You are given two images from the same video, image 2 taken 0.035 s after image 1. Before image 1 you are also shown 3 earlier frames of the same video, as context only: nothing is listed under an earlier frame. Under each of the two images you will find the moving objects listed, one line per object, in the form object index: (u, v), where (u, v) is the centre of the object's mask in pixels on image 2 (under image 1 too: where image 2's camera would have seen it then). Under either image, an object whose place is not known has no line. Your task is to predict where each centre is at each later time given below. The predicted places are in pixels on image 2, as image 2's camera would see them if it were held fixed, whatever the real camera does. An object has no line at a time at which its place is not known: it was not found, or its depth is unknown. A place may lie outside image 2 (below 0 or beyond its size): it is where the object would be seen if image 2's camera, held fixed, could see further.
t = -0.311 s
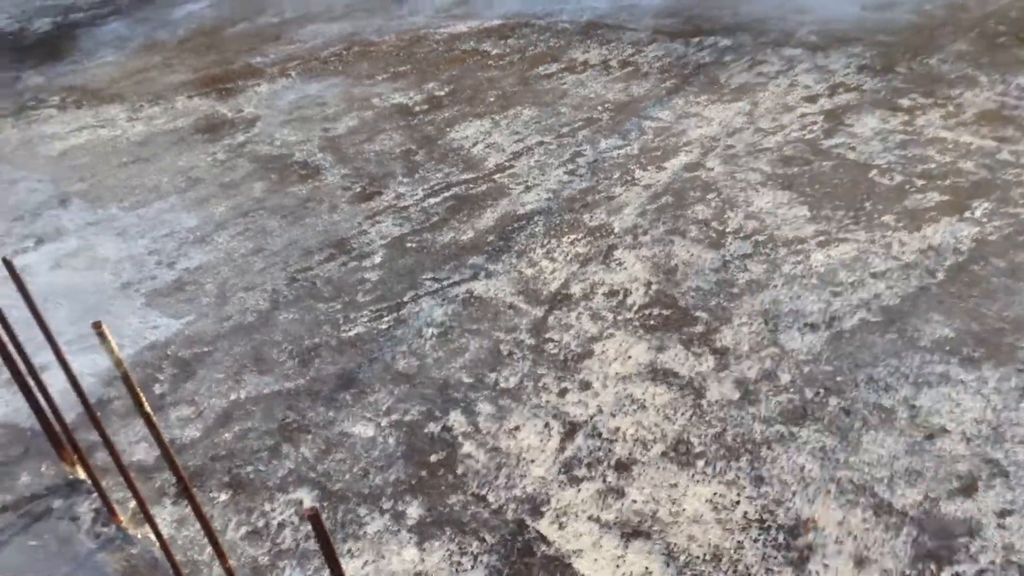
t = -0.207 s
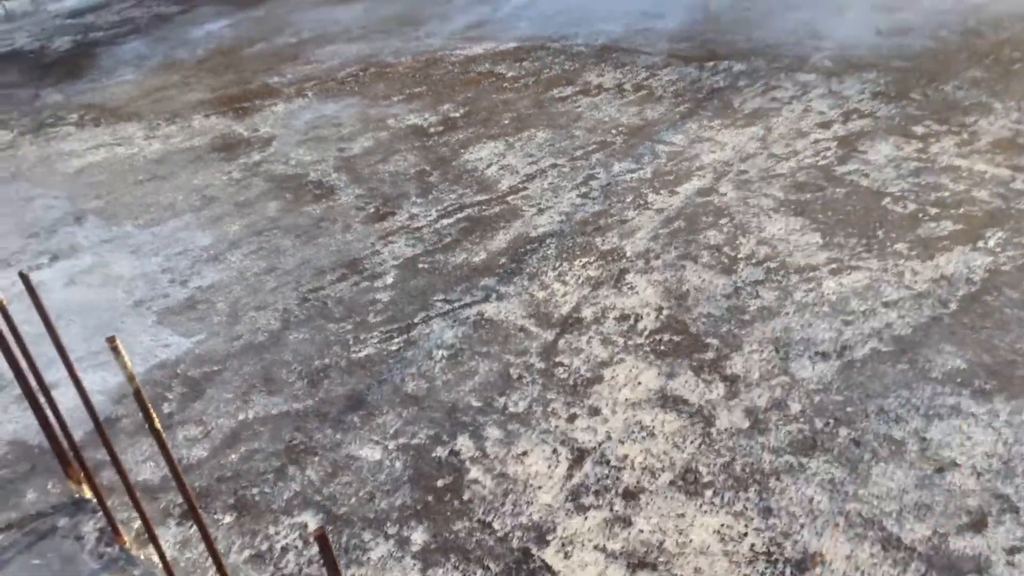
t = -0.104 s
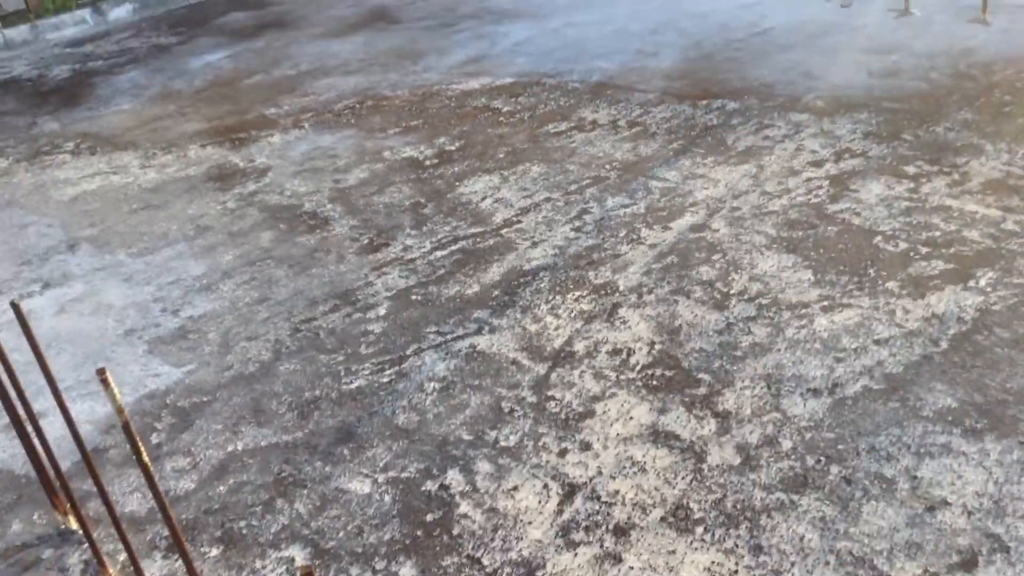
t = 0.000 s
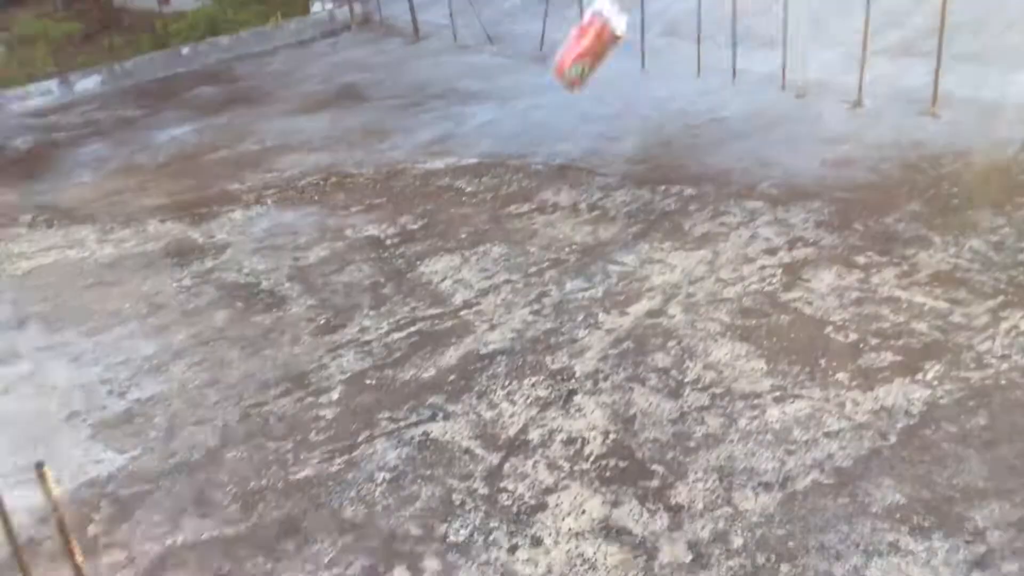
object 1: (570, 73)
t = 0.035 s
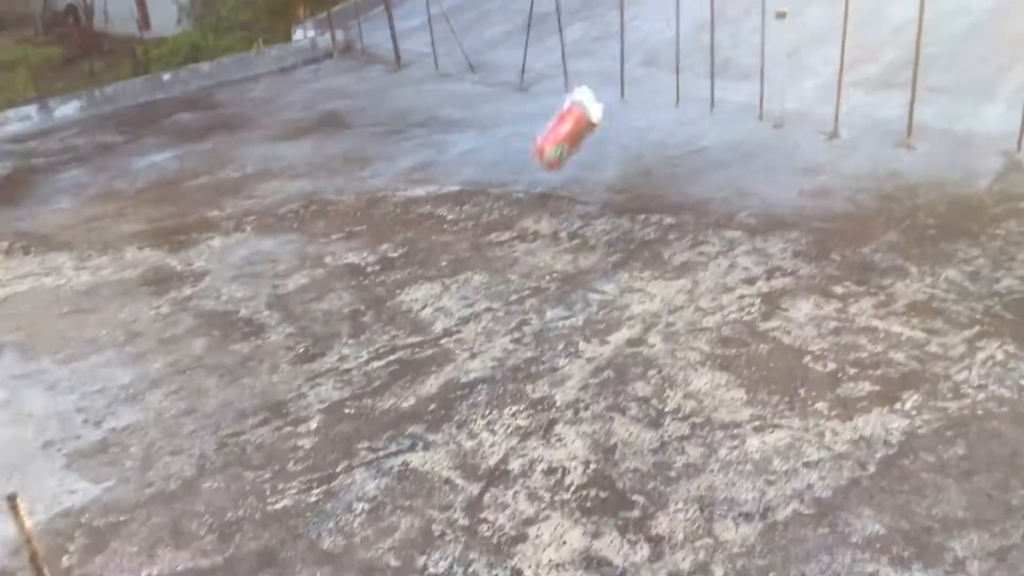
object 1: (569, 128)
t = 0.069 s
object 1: (567, 181)
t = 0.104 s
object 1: (568, 234)
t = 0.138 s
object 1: (566, 287)
